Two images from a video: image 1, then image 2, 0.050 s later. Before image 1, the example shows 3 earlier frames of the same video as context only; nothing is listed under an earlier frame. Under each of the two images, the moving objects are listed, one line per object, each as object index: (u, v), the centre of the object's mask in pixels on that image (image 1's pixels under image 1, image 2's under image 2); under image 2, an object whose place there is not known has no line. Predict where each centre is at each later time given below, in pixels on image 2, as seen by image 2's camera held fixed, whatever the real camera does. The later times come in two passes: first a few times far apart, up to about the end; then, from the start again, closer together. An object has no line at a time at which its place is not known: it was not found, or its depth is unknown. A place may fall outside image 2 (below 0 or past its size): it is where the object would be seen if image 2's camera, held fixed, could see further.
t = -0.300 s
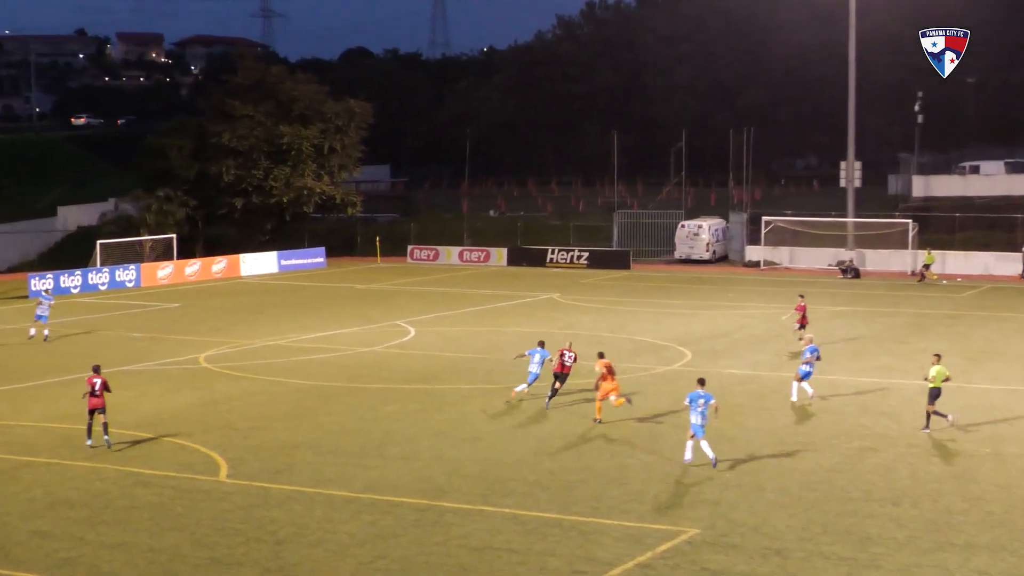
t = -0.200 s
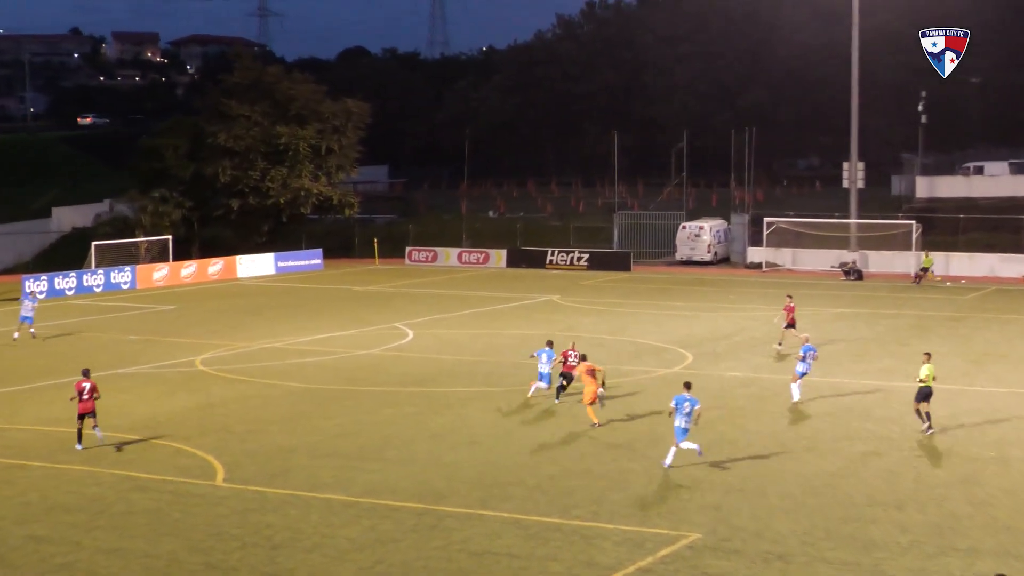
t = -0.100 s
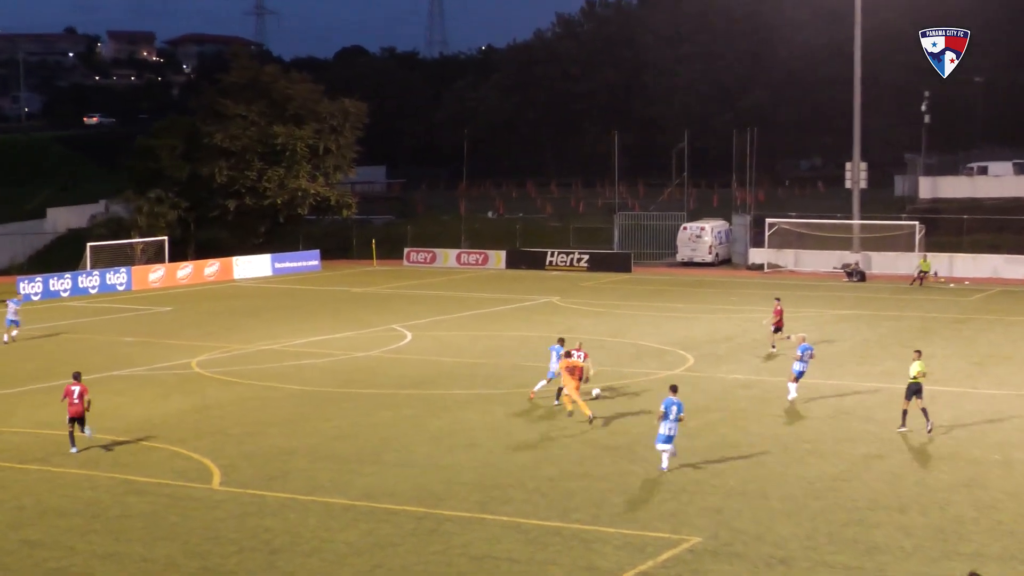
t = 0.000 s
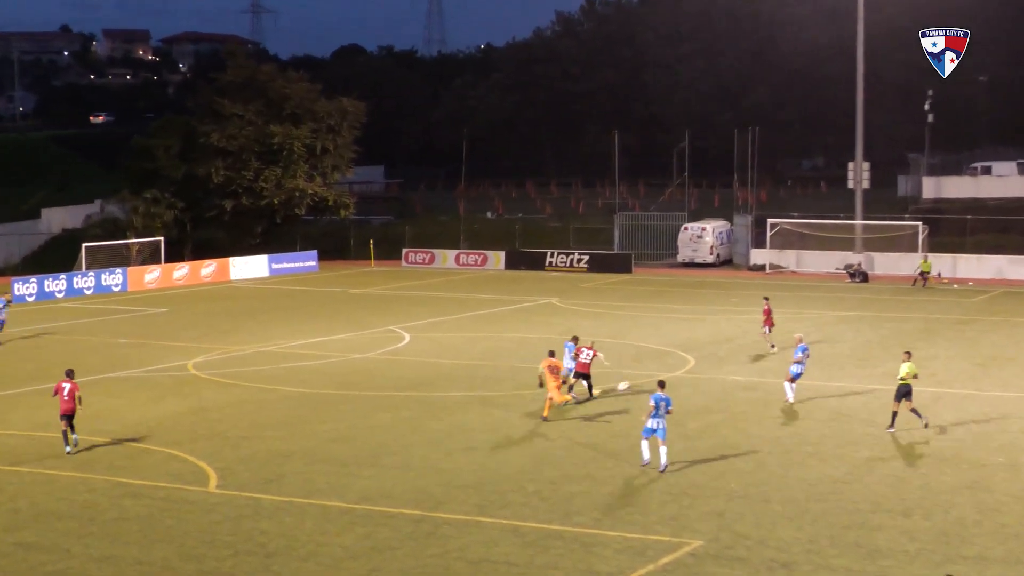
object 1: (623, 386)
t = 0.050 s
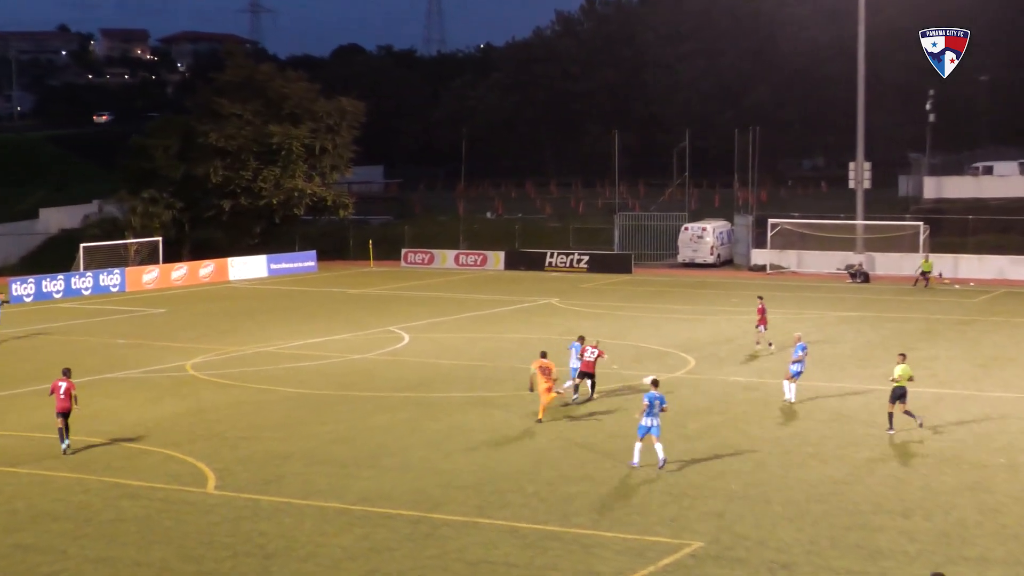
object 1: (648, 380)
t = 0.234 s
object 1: (743, 364)
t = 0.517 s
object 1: (878, 361)
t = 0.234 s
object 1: (743, 364)
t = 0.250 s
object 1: (751, 363)
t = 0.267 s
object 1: (759, 362)
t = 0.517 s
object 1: (878, 361)
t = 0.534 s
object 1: (886, 361)
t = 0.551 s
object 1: (894, 362)
